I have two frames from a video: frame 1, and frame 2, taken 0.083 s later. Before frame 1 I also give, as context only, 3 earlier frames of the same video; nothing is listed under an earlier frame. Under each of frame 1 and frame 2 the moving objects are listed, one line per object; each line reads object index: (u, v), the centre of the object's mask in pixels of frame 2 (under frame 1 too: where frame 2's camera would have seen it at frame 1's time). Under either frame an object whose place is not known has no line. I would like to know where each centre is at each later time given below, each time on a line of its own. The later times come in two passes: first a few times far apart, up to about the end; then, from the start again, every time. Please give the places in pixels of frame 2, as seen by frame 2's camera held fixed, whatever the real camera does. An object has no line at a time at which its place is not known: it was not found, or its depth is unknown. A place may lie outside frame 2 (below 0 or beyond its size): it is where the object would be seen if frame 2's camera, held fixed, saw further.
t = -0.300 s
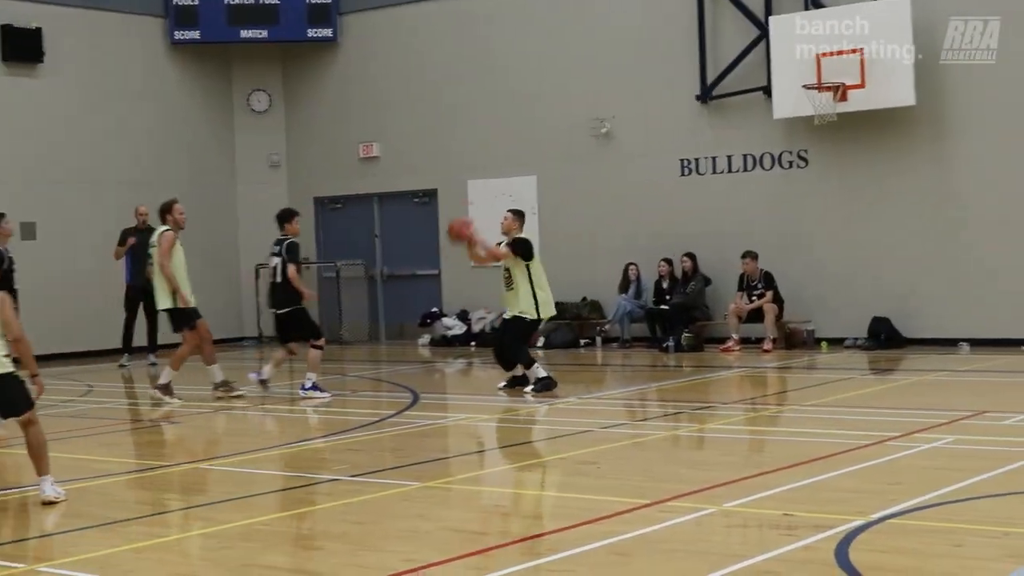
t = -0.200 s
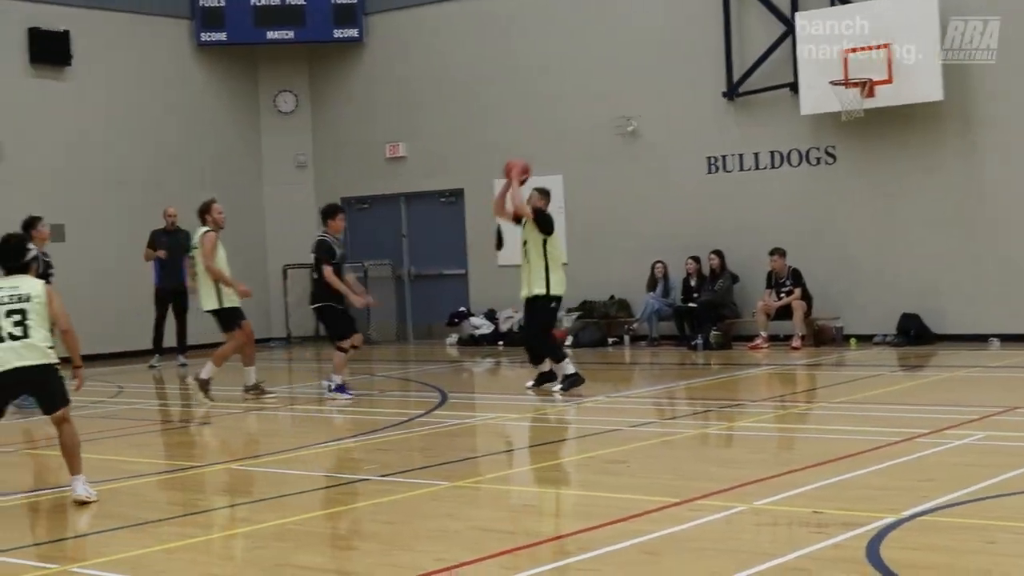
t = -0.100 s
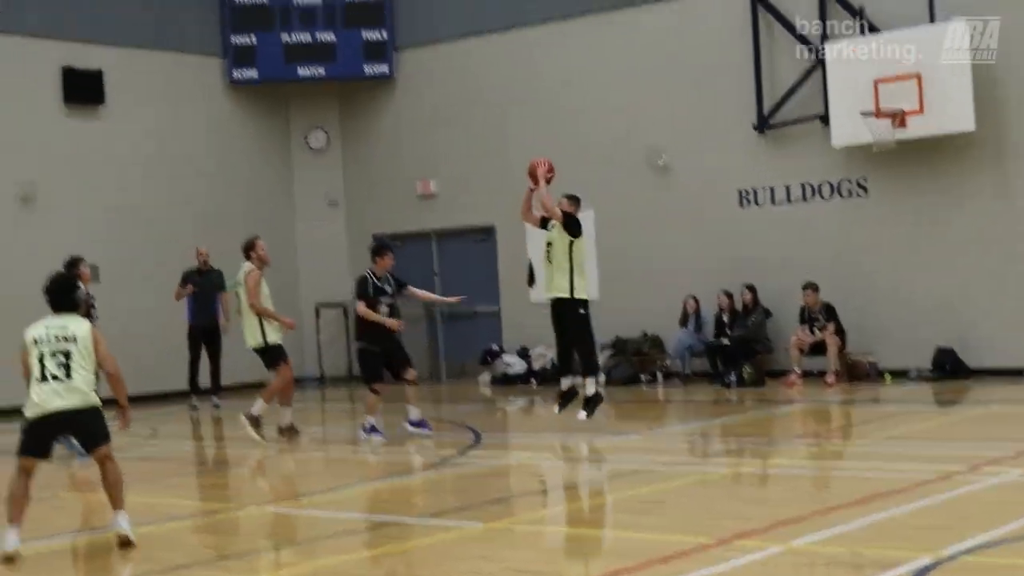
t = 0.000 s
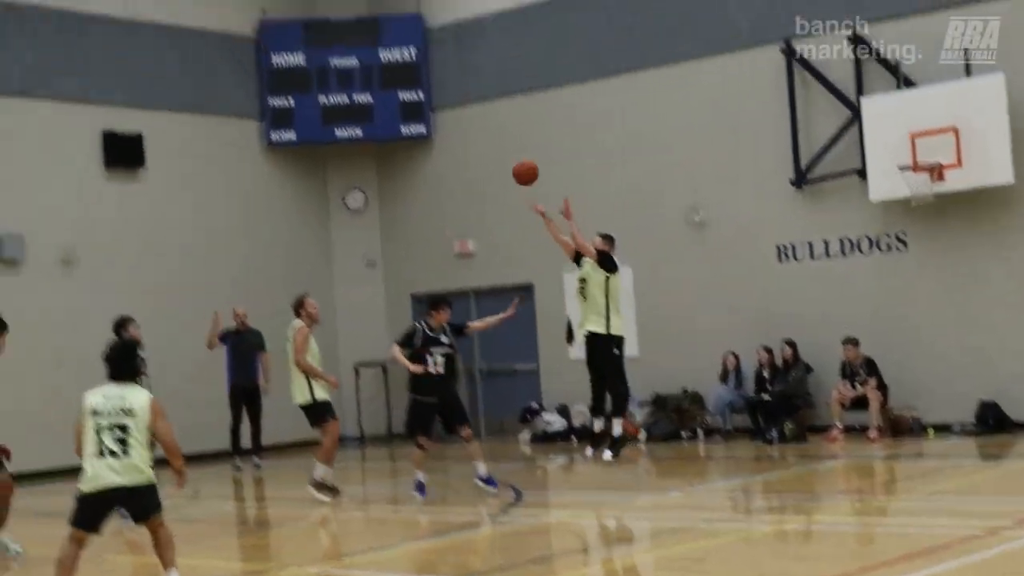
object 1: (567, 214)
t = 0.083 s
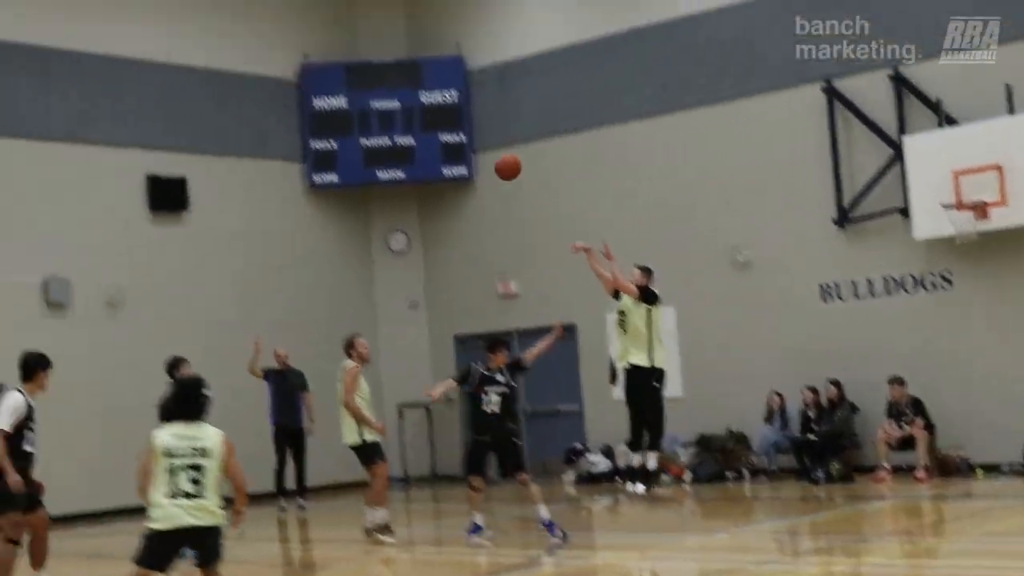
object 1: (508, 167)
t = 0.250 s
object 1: (393, 98)
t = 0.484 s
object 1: (242, 55)
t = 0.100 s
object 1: (496, 159)
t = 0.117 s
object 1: (484, 151)
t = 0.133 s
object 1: (473, 144)
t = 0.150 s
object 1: (461, 137)
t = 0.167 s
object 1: (449, 129)
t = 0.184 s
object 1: (438, 122)
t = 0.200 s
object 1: (426, 116)
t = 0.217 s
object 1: (415, 110)
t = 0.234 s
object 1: (405, 104)
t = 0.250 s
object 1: (393, 98)
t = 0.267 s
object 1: (381, 93)
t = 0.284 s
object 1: (369, 87)
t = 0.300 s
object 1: (359, 83)
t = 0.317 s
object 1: (348, 79)
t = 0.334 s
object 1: (338, 75)
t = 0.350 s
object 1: (327, 72)
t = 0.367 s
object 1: (315, 69)
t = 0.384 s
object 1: (306, 66)
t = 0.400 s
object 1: (294, 64)
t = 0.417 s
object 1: (285, 62)
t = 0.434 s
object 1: (274, 59)
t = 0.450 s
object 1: (263, 57)
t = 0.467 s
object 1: (252, 55)
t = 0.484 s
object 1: (242, 55)
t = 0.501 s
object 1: (231, 54)
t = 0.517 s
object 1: (220, 53)
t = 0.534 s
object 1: (209, 52)
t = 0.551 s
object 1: (199, 52)
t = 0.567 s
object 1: (188, 52)
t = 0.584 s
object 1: (177, 52)
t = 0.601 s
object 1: (166, 53)
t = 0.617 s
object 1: (156, 53)
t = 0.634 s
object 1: (144, 55)
